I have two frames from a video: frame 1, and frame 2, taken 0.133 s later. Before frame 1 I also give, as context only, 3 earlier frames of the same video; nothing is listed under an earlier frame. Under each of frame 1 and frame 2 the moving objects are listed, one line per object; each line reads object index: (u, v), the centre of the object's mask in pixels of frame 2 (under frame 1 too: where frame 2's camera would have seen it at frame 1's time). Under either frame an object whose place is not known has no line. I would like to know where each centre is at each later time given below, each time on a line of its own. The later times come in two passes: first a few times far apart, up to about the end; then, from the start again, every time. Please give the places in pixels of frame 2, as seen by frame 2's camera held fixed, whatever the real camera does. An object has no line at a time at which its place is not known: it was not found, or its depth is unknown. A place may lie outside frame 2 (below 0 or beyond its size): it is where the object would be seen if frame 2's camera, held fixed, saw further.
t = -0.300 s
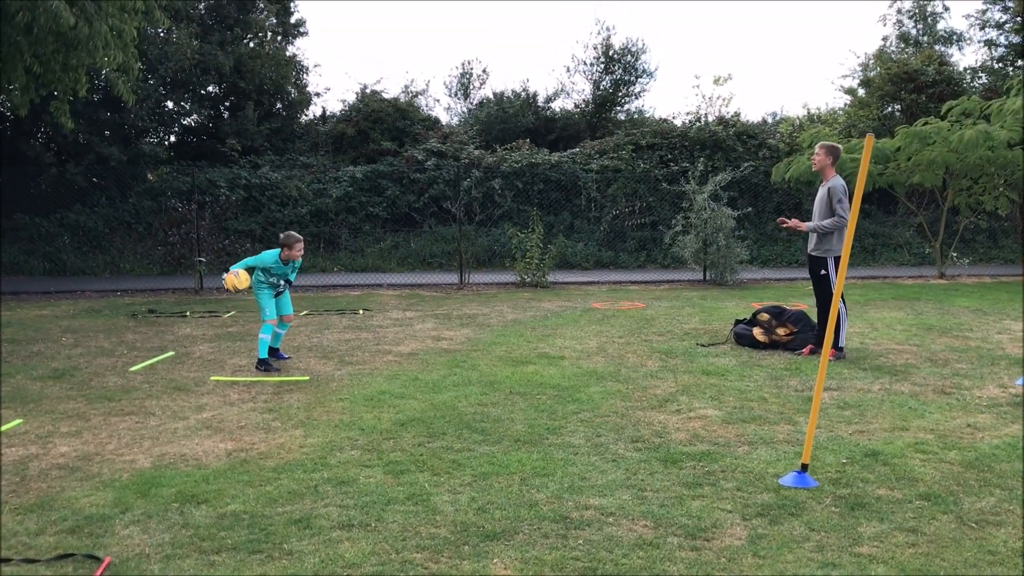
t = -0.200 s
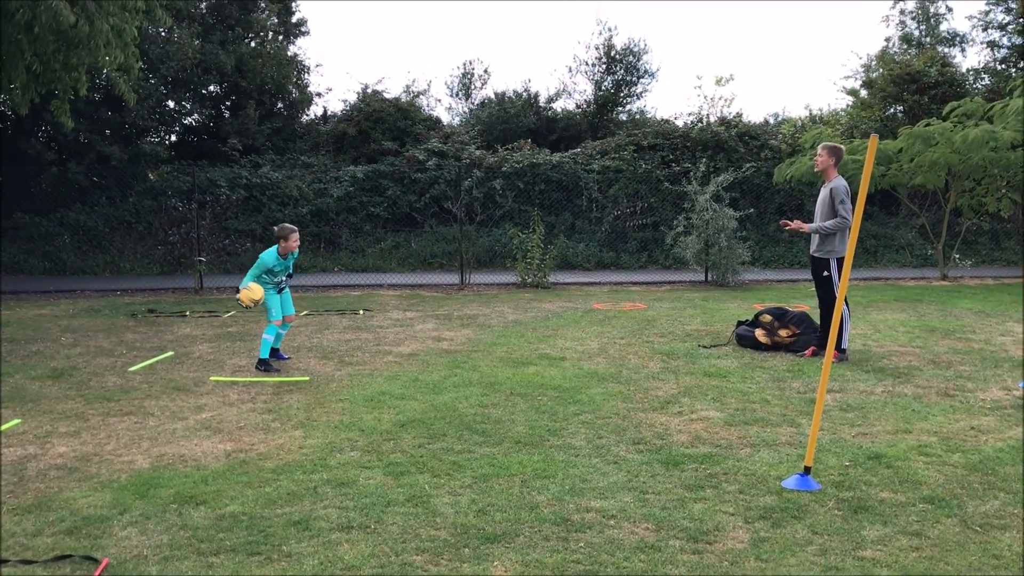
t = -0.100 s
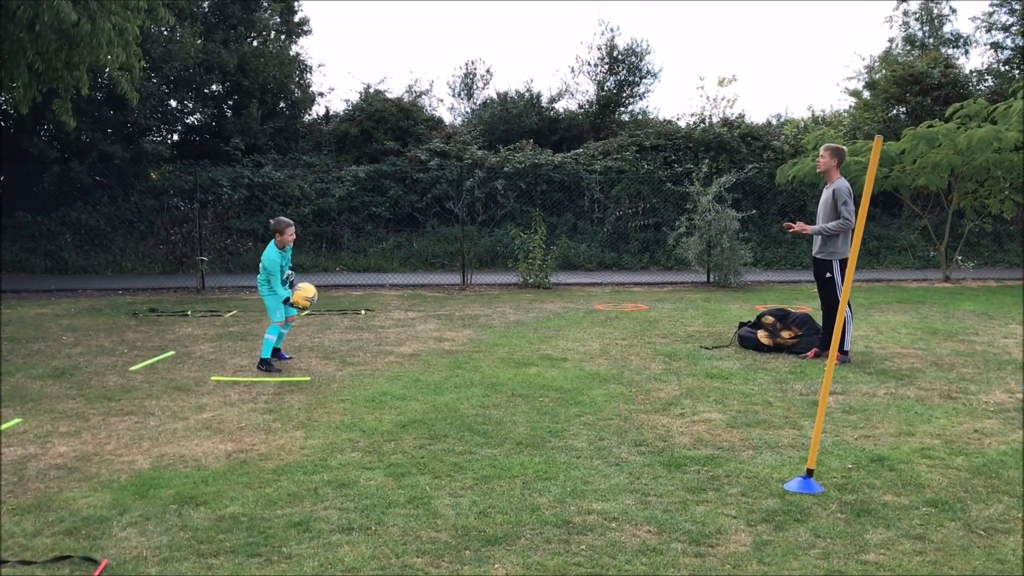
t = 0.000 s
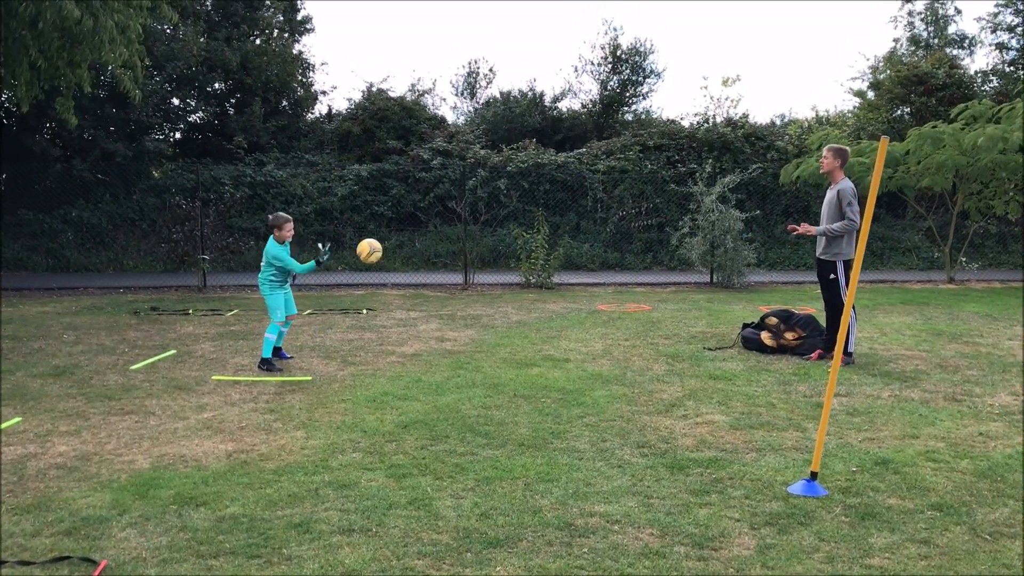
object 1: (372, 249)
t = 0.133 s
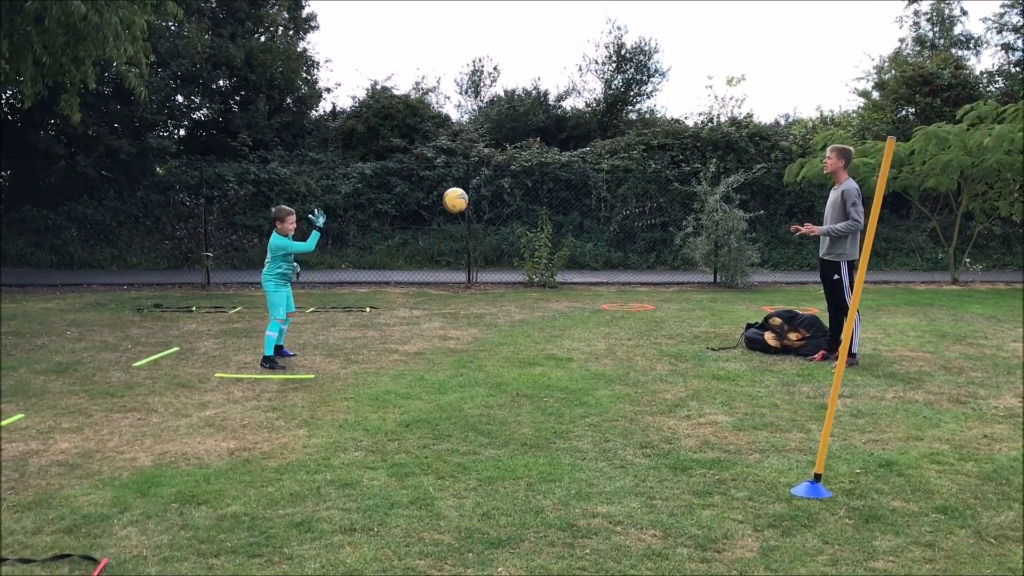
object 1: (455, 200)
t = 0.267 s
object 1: (537, 173)
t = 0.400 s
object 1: (618, 168)
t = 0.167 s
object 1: (476, 192)
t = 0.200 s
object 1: (496, 184)
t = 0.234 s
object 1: (517, 178)
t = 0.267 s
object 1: (537, 173)
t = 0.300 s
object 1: (557, 170)
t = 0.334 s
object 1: (578, 168)
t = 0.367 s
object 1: (598, 167)
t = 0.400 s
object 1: (618, 168)
